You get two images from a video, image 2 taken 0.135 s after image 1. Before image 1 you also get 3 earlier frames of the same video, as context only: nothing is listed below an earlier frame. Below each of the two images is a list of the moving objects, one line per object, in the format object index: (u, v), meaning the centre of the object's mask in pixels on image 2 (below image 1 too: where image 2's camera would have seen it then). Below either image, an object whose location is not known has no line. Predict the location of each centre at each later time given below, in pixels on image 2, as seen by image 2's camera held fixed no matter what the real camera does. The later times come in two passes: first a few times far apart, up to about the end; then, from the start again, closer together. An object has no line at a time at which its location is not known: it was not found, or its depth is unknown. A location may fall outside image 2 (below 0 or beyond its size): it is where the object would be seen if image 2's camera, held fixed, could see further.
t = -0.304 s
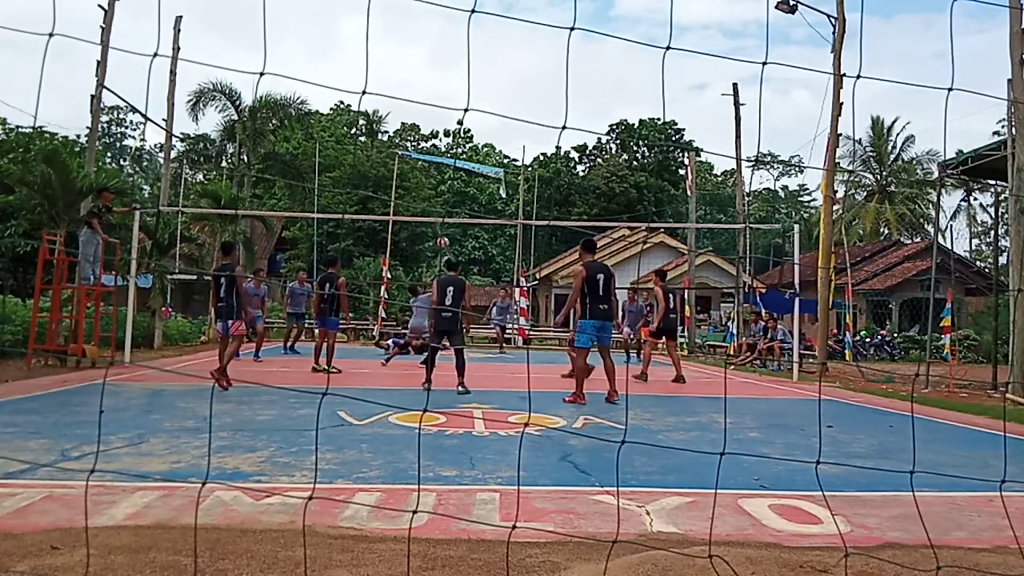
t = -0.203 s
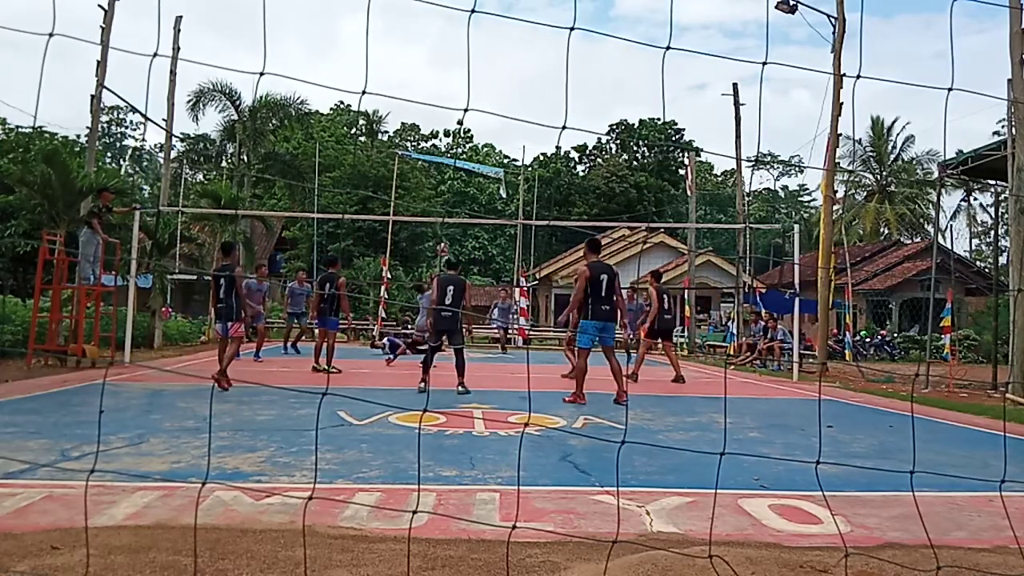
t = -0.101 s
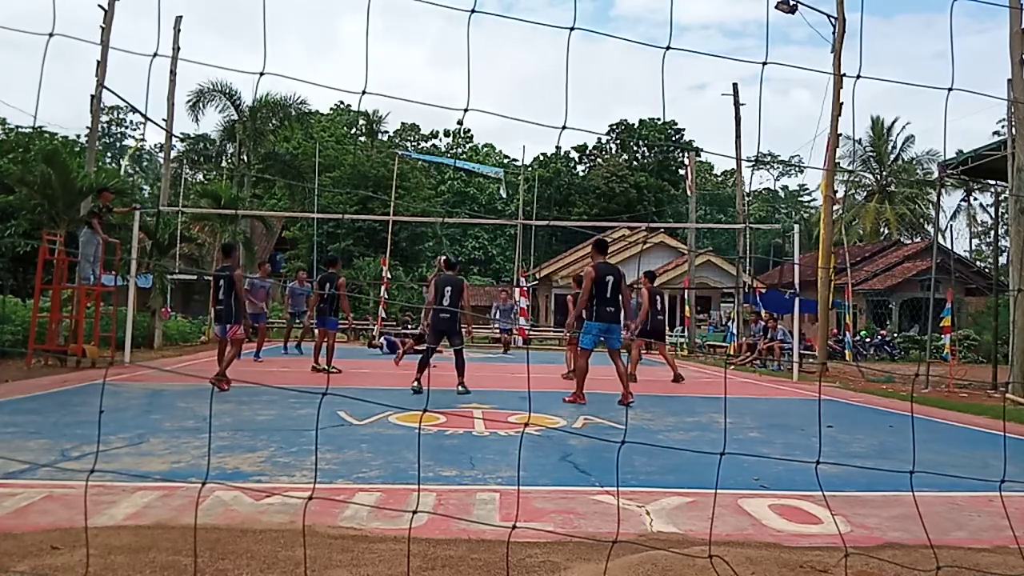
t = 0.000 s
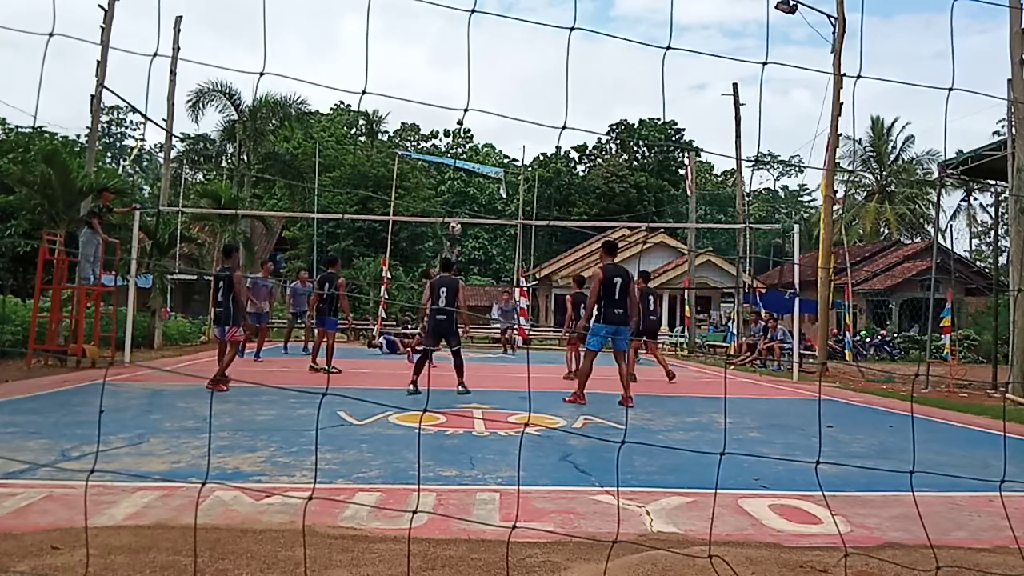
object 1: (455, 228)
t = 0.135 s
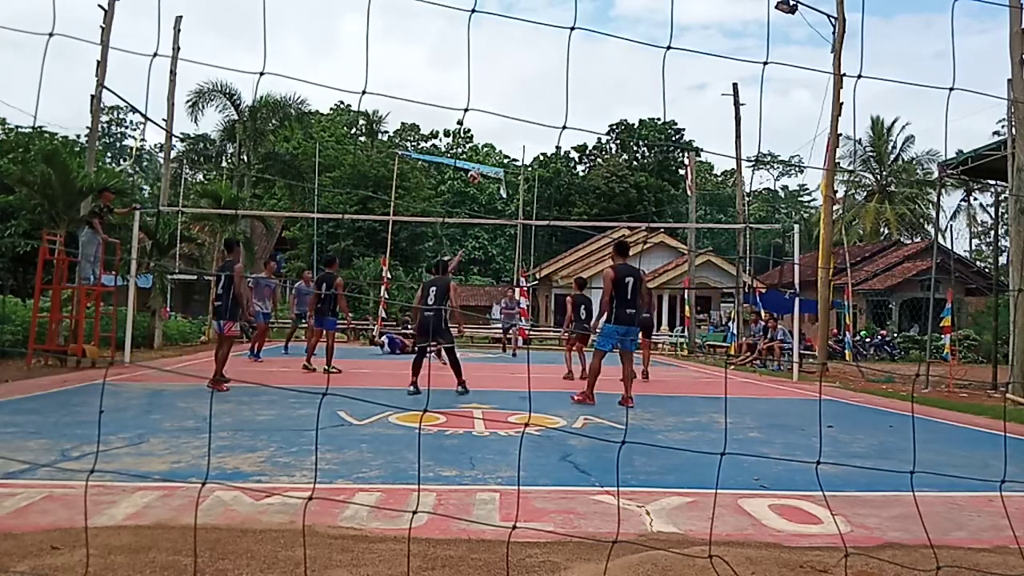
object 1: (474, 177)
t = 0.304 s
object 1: (497, 127)
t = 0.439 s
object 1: (514, 98)
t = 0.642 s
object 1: (540, 76)
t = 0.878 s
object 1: (569, 79)
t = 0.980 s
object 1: (581, 89)
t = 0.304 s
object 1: (497, 127)
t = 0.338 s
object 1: (501, 119)
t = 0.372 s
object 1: (506, 111)
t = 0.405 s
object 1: (510, 105)
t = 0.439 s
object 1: (514, 98)
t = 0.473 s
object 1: (518, 93)
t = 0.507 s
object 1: (523, 89)
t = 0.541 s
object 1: (527, 84)
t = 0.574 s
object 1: (532, 81)
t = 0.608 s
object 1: (535, 78)
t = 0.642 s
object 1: (540, 76)
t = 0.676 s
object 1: (544, 74)
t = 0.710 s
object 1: (548, 73)
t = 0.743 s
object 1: (552, 73)
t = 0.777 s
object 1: (556, 73)
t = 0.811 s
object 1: (561, 75)
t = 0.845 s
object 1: (565, 76)
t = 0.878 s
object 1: (569, 79)
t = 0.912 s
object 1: (573, 81)
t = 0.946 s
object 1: (577, 85)
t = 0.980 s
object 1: (581, 89)
